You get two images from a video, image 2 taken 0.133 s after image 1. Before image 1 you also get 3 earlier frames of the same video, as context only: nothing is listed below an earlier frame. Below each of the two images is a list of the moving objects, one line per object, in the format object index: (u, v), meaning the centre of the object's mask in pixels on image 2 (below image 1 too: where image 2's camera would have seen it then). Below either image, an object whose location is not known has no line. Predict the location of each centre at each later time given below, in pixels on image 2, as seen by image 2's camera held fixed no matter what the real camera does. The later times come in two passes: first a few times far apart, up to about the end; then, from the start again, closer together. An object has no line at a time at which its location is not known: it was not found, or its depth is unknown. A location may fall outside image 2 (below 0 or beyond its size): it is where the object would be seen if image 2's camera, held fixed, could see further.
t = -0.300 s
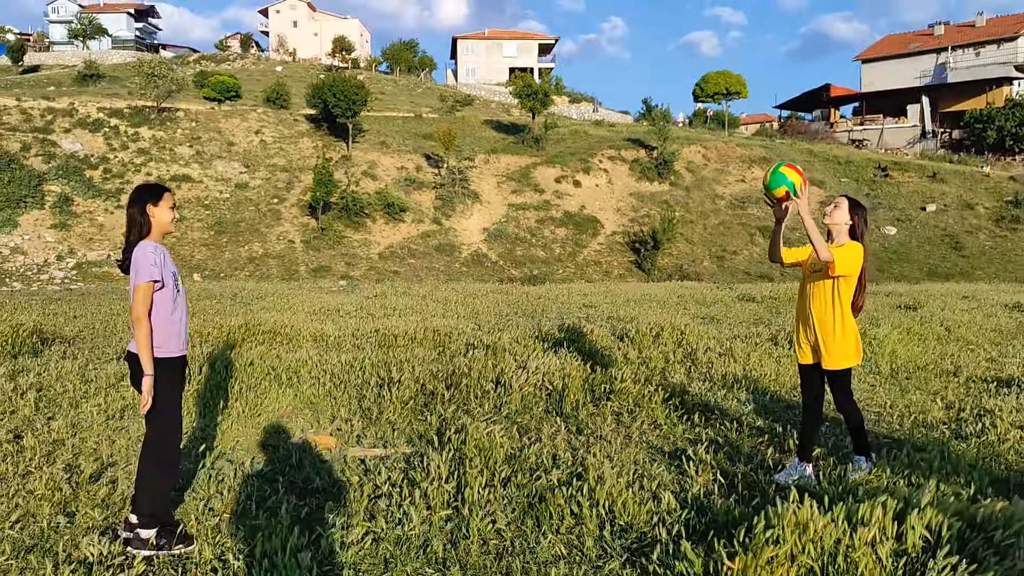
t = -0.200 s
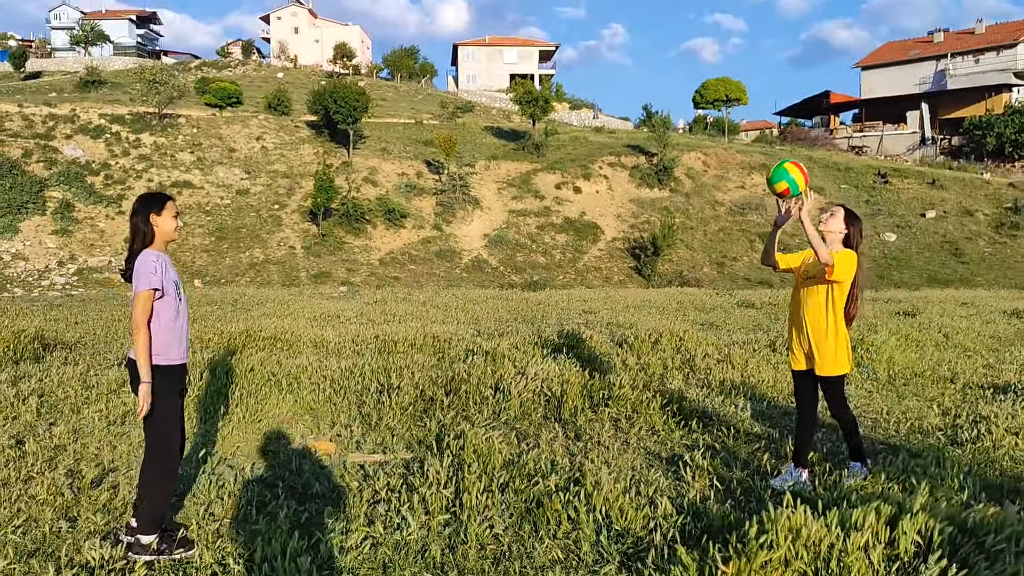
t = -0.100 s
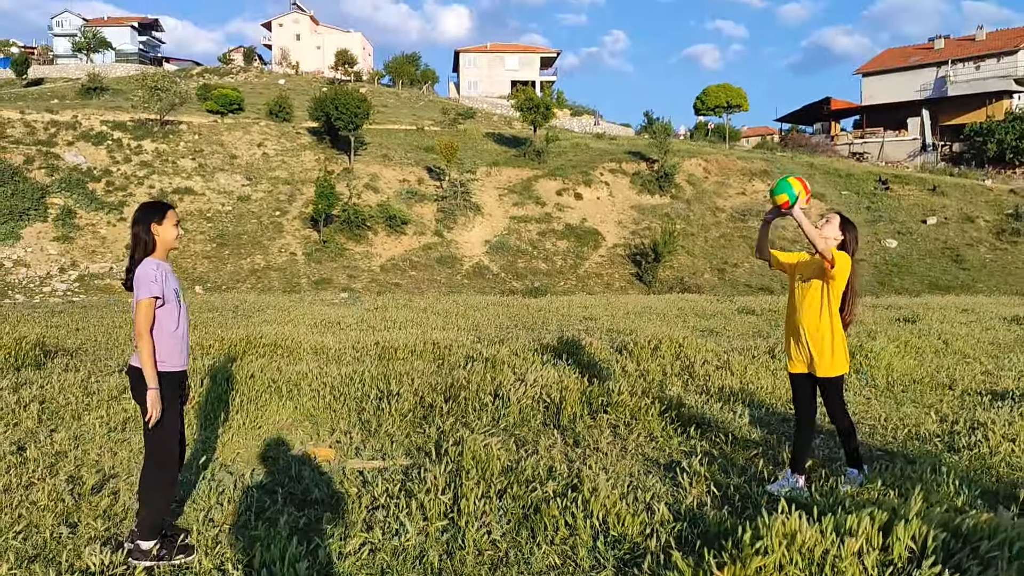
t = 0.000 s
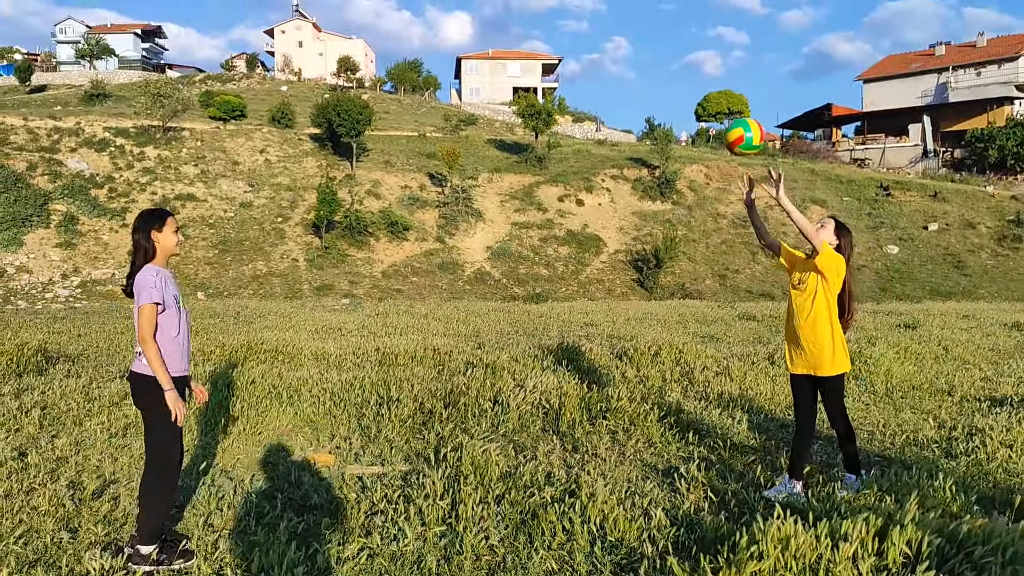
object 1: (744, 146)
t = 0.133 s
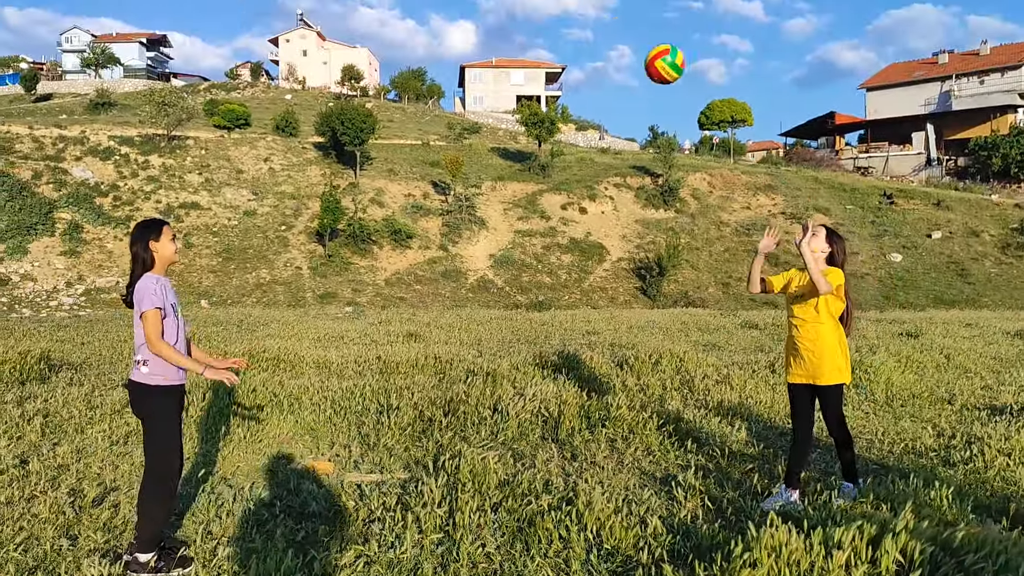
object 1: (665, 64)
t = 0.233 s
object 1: (604, 24)
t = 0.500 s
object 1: (438, 7)
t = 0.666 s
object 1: (334, 69)
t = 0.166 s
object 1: (644, 49)
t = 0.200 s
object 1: (624, 35)
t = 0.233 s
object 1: (604, 24)
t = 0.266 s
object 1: (583, 14)
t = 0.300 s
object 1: (563, 7)
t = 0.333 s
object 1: (542, 3)
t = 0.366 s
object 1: (521, 0)
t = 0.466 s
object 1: (459, 1)
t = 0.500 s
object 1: (438, 7)
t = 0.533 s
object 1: (417, 14)
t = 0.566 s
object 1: (397, 24)
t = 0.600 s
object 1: (376, 37)
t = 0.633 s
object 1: (355, 51)
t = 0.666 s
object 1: (334, 69)
